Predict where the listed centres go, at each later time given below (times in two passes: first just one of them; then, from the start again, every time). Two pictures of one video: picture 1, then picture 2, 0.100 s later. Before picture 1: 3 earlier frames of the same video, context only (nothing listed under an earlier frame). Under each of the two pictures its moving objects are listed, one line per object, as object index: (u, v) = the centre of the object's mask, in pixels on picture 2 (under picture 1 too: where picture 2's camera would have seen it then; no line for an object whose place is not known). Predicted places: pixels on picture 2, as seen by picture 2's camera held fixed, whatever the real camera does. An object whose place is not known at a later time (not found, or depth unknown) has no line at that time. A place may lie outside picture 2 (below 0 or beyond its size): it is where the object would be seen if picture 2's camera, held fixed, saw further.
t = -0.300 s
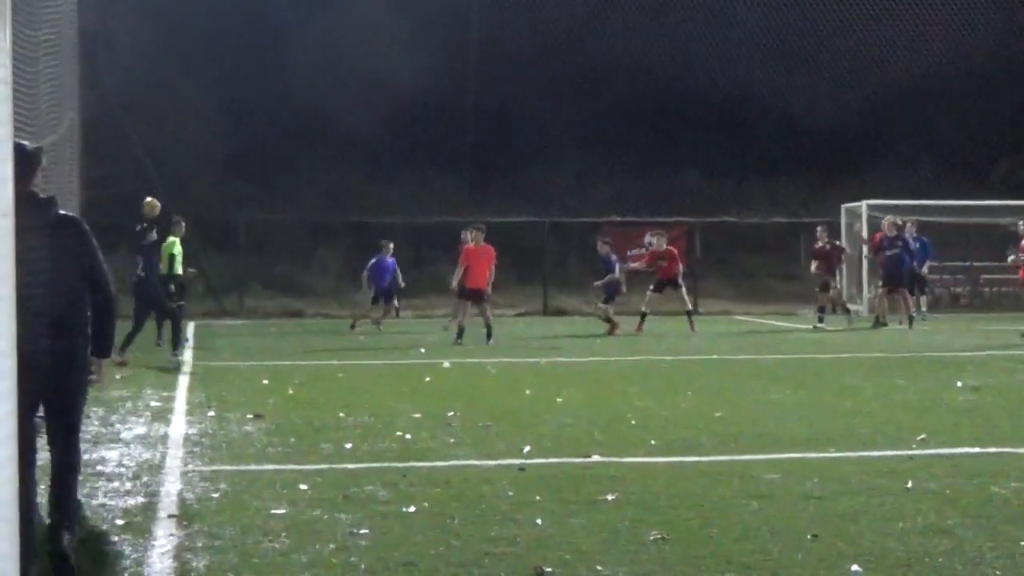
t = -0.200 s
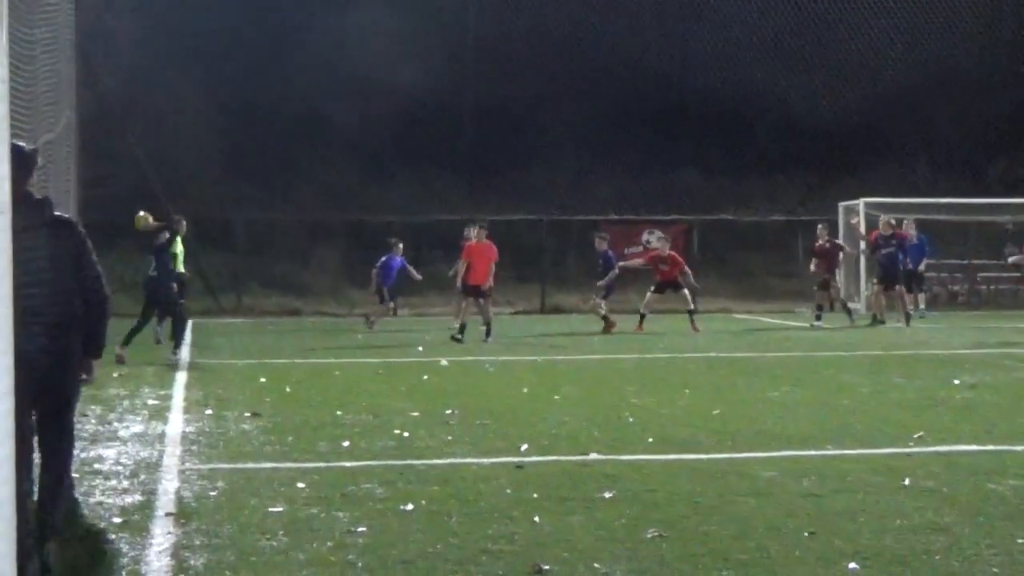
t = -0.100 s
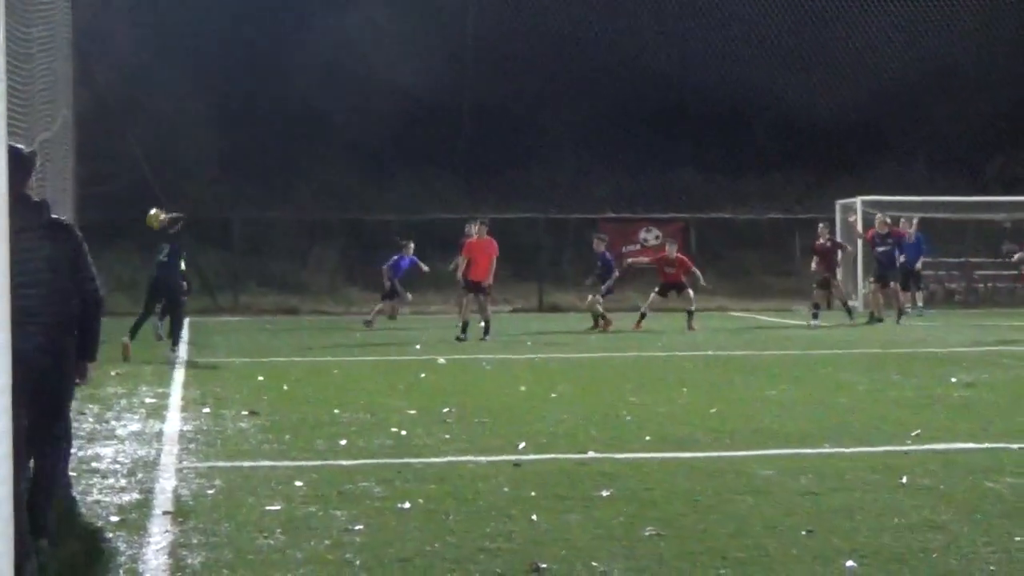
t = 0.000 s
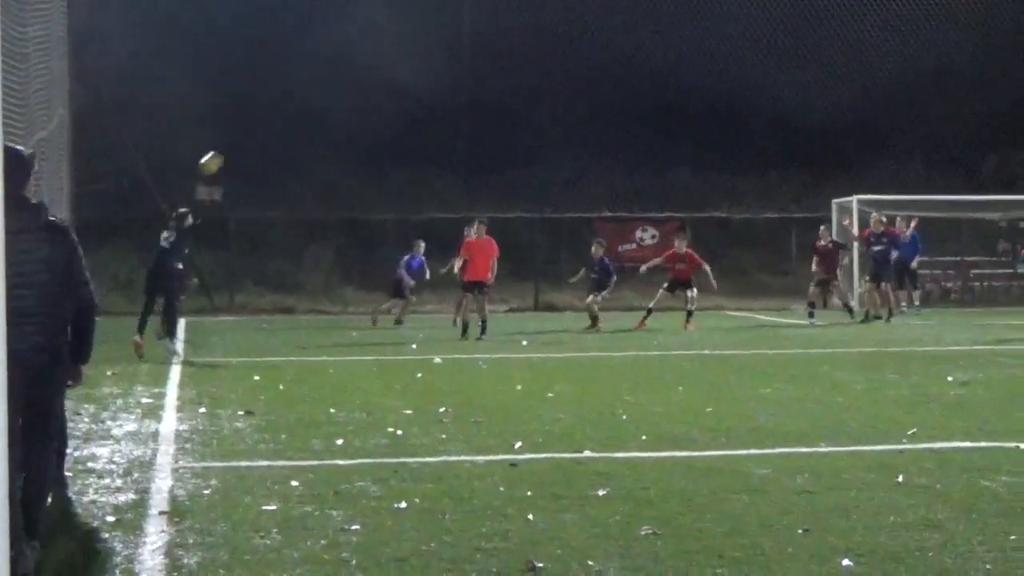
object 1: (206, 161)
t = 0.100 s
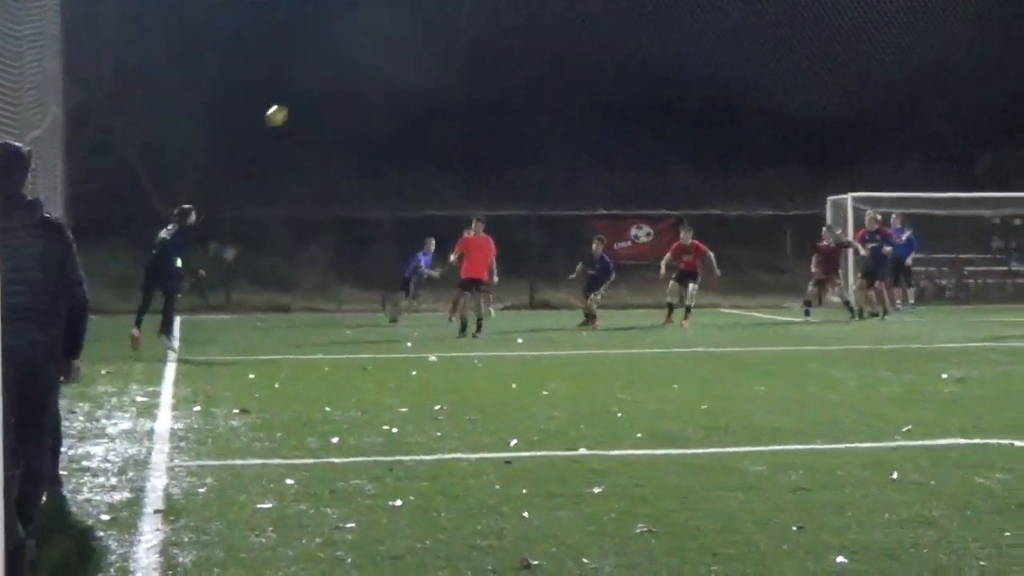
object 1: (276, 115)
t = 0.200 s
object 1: (342, 81)
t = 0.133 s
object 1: (299, 102)
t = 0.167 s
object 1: (320, 91)
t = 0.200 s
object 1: (342, 81)
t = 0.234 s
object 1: (363, 71)
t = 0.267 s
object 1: (382, 63)
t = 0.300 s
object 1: (402, 56)
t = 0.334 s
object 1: (419, 50)
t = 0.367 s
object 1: (437, 46)
